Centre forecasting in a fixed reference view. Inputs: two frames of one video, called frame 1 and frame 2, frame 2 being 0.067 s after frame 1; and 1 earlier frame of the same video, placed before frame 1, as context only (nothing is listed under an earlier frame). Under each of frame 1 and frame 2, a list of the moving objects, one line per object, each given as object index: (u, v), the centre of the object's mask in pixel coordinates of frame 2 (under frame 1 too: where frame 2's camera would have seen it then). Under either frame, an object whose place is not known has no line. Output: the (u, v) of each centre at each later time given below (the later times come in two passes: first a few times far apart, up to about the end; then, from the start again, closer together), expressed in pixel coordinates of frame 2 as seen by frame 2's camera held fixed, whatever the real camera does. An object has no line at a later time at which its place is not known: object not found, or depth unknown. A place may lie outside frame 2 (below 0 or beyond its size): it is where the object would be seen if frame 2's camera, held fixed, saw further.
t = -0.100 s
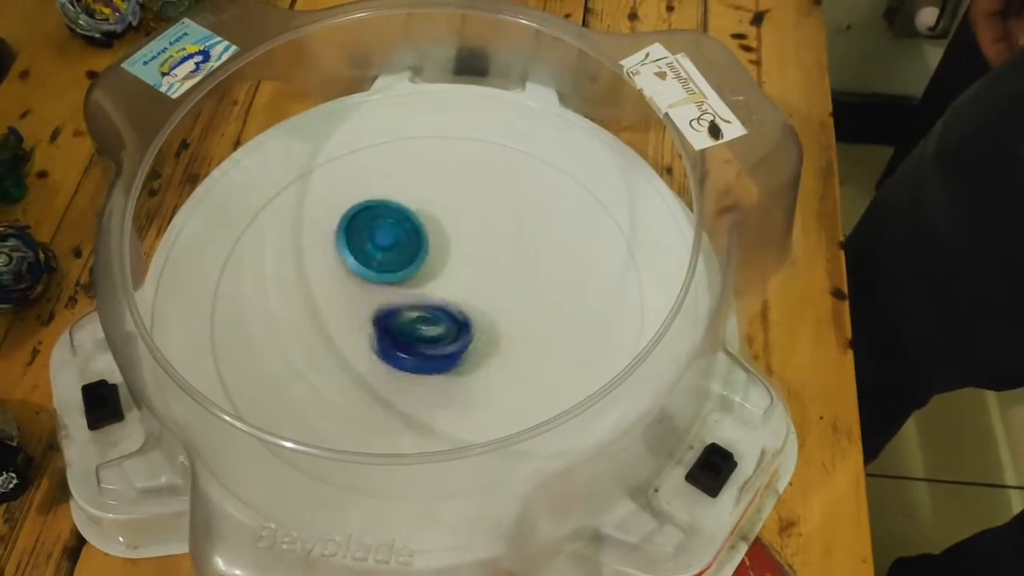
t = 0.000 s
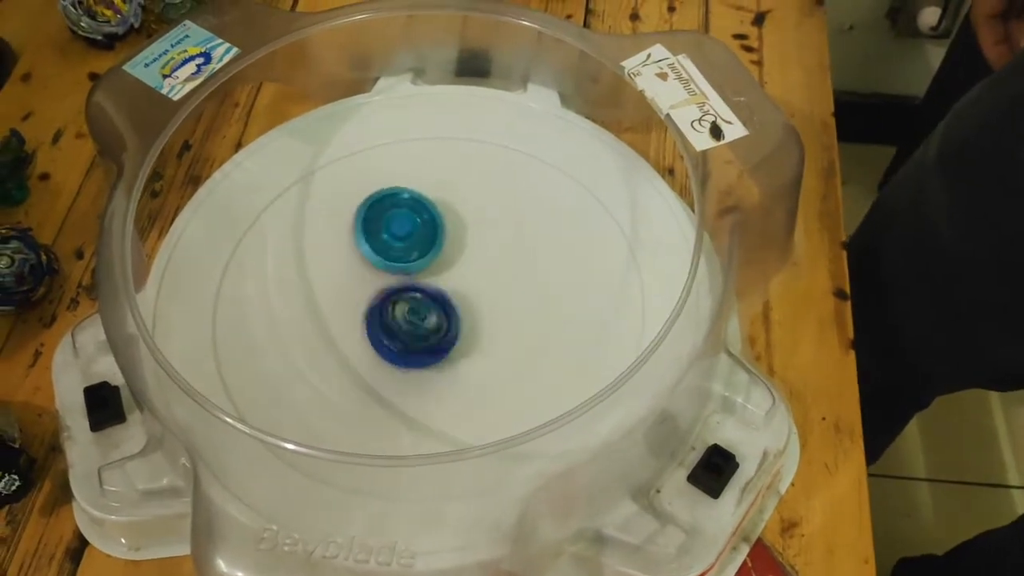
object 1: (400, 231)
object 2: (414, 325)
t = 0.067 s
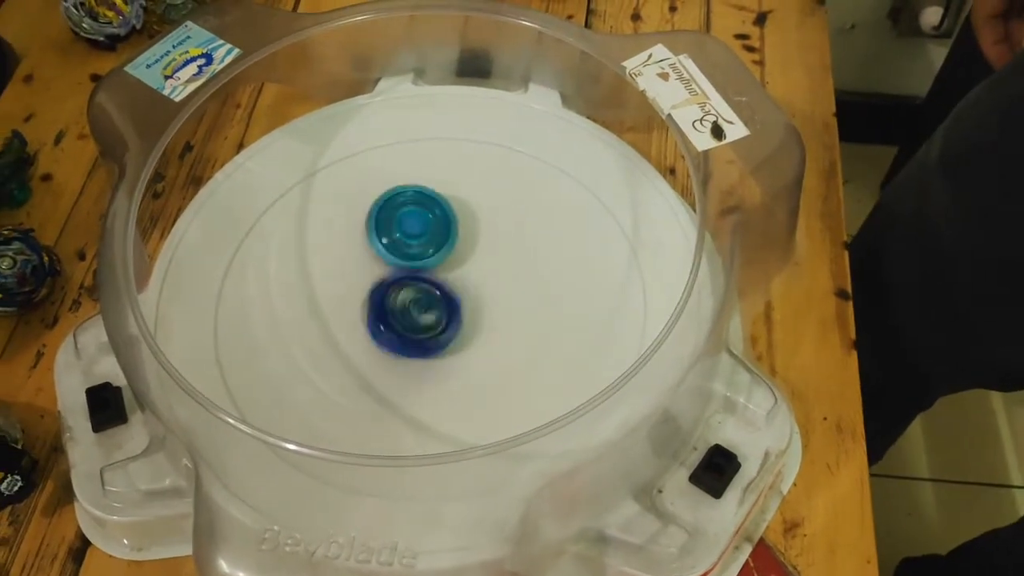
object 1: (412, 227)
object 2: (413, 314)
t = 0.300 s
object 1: (453, 228)
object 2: (415, 305)
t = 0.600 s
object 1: (498, 269)
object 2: (404, 314)
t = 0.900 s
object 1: (523, 323)
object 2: (428, 295)
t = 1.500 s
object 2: (432, 273)
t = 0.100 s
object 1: (418, 224)
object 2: (413, 307)
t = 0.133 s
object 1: (424, 220)
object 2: (412, 308)
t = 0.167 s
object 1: (432, 218)
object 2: (412, 307)
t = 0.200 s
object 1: (438, 218)
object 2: (411, 306)
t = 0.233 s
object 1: (442, 220)
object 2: (412, 305)
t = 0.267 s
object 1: (448, 225)
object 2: (413, 307)
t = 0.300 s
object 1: (453, 228)
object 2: (415, 305)
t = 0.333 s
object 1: (458, 230)
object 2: (414, 309)
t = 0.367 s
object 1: (465, 232)
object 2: (411, 311)
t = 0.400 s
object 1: (471, 235)
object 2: (407, 315)
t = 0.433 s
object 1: (476, 239)
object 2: (405, 312)
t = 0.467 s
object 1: (480, 245)
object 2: (404, 313)
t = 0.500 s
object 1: (483, 250)
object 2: (403, 312)
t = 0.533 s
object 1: (487, 256)
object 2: (404, 314)
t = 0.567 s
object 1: (490, 263)
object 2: (405, 312)
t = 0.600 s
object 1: (498, 269)
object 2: (404, 314)
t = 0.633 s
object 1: (506, 276)
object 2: (399, 311)
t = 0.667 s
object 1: (513, 283)
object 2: (395, 307)
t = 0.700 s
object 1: (518, 290)
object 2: (395, 302)
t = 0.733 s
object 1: (521, 297)
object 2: (399, 299)
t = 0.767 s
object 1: (524, 303)
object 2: (405, 298)
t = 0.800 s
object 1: (525, 308)
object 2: (413, 298)
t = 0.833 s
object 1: (526, 314)
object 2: (419, 299)
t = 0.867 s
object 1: (525, 318)
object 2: (423, 297)
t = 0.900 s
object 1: (523, 323)
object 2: (428, 295)
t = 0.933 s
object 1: (520, 326)
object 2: (432, 296)
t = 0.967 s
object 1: (518, 330)
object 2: (433, 297)
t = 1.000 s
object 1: (515, 335)
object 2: (435, 296)
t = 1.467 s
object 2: (430, 274)
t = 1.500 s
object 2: (432, 273)
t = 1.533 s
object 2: (433, 272)
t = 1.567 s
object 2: (435, 272)
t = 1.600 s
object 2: (438, 274)
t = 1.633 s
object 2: (440, 278)
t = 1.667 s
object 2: (440, 283)
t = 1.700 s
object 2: (437, 287)
